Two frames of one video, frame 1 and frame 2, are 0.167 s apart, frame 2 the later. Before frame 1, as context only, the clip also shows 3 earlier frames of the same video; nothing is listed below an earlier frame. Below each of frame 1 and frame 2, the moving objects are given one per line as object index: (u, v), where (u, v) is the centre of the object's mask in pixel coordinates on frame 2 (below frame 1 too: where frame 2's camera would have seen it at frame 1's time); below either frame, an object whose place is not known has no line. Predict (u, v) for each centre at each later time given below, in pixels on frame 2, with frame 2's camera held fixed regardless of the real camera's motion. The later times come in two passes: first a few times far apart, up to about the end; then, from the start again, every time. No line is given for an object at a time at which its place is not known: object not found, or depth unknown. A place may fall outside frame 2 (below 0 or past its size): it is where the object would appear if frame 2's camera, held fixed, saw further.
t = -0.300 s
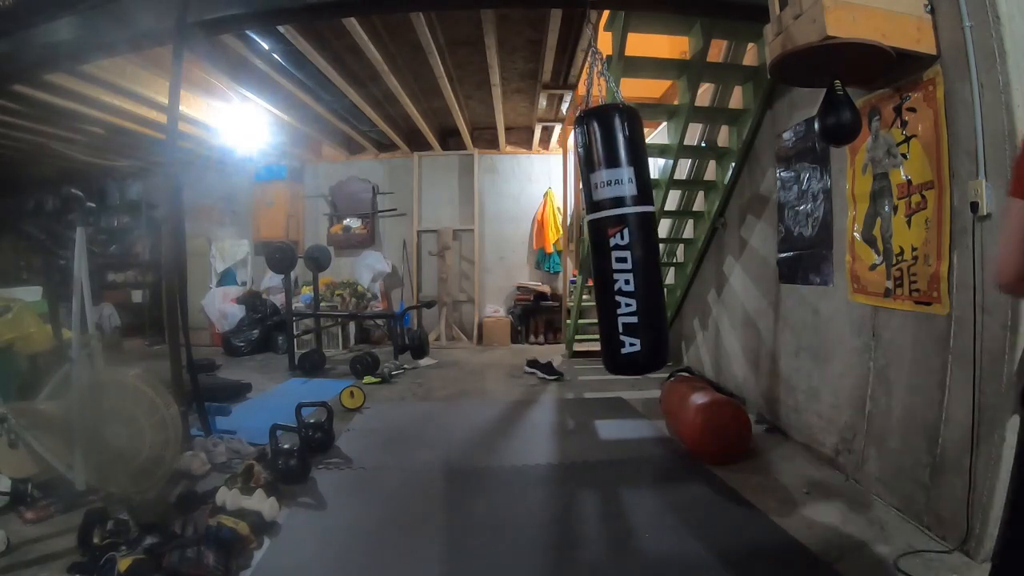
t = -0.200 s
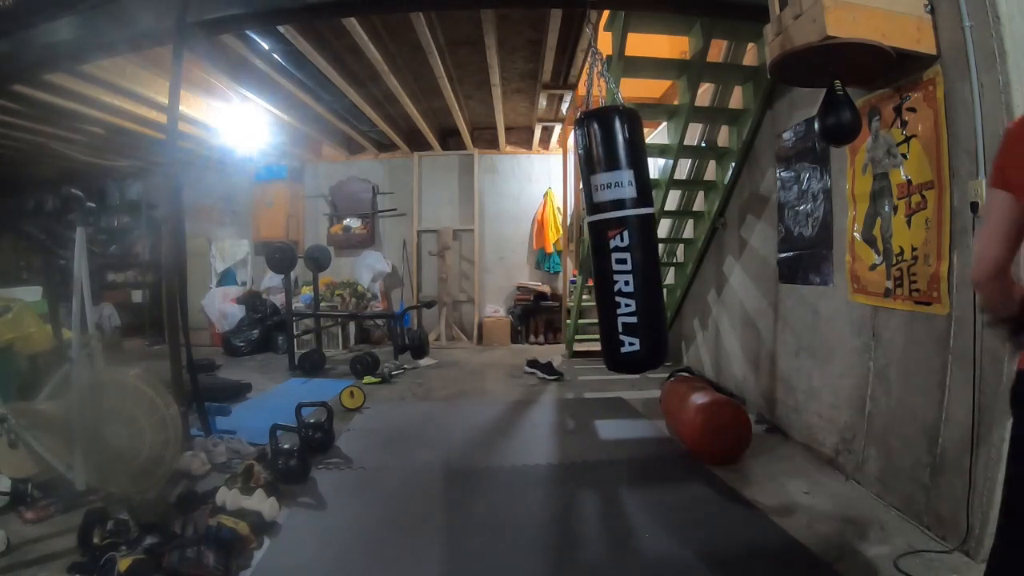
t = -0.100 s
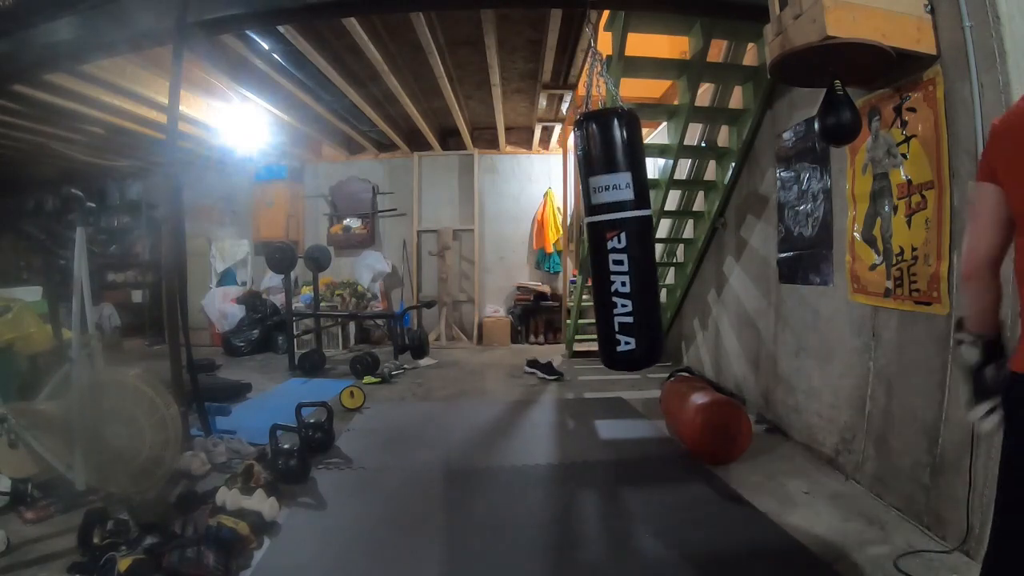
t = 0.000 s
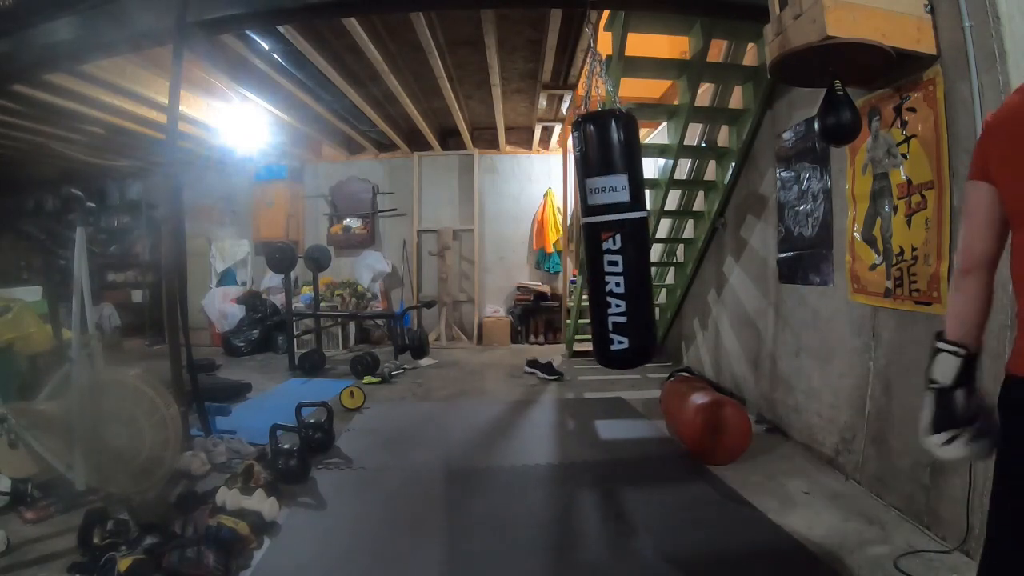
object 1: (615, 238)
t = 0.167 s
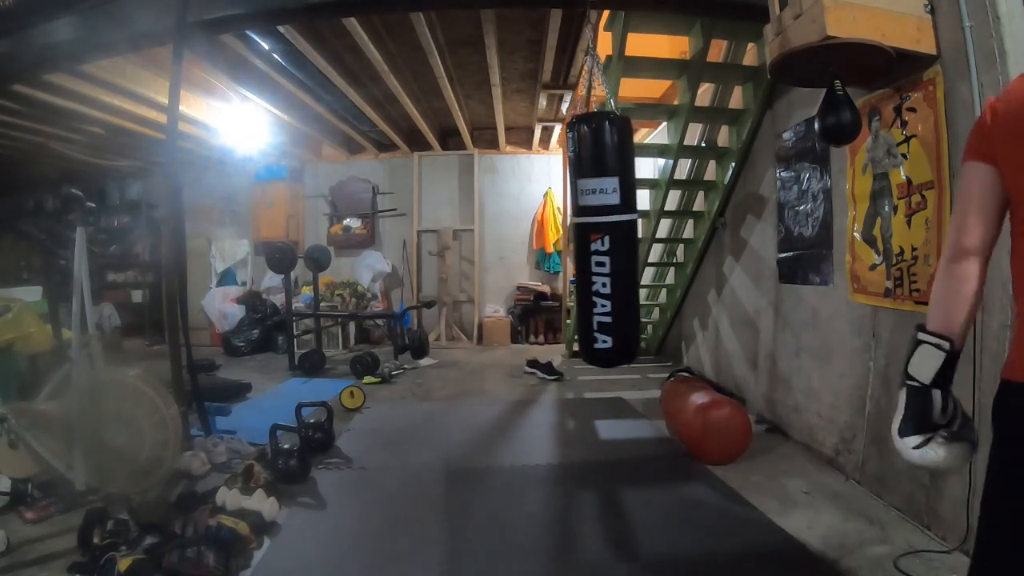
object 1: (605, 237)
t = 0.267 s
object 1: (597, 238)
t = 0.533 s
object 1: (578, 239)
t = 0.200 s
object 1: (602, 237)
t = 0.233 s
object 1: (600, 238)
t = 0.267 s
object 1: (597, 238)
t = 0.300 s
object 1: (595, 238)
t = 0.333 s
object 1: (592, 238)
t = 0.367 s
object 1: (590, 238)
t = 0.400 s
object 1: (587, 238)
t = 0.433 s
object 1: (585, 238)
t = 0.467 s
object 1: (583, 238)
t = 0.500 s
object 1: (580, 238)
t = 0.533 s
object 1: (578, 239)
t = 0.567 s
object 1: (576, 239)
